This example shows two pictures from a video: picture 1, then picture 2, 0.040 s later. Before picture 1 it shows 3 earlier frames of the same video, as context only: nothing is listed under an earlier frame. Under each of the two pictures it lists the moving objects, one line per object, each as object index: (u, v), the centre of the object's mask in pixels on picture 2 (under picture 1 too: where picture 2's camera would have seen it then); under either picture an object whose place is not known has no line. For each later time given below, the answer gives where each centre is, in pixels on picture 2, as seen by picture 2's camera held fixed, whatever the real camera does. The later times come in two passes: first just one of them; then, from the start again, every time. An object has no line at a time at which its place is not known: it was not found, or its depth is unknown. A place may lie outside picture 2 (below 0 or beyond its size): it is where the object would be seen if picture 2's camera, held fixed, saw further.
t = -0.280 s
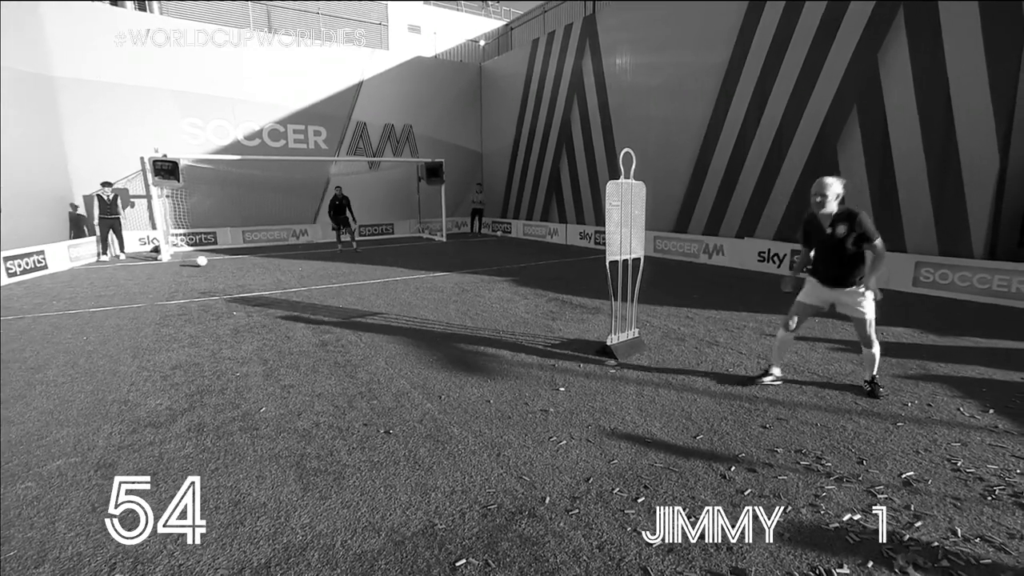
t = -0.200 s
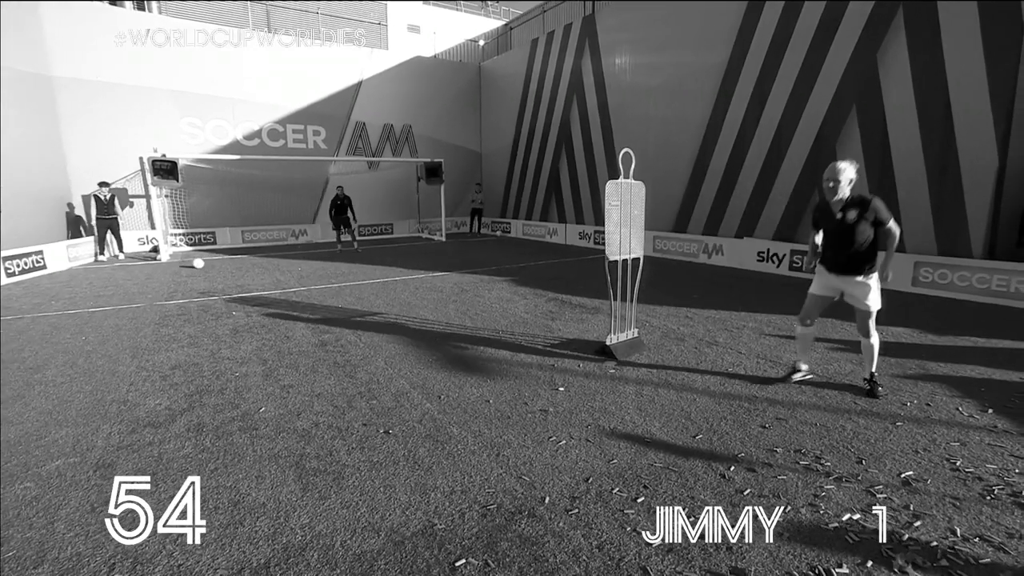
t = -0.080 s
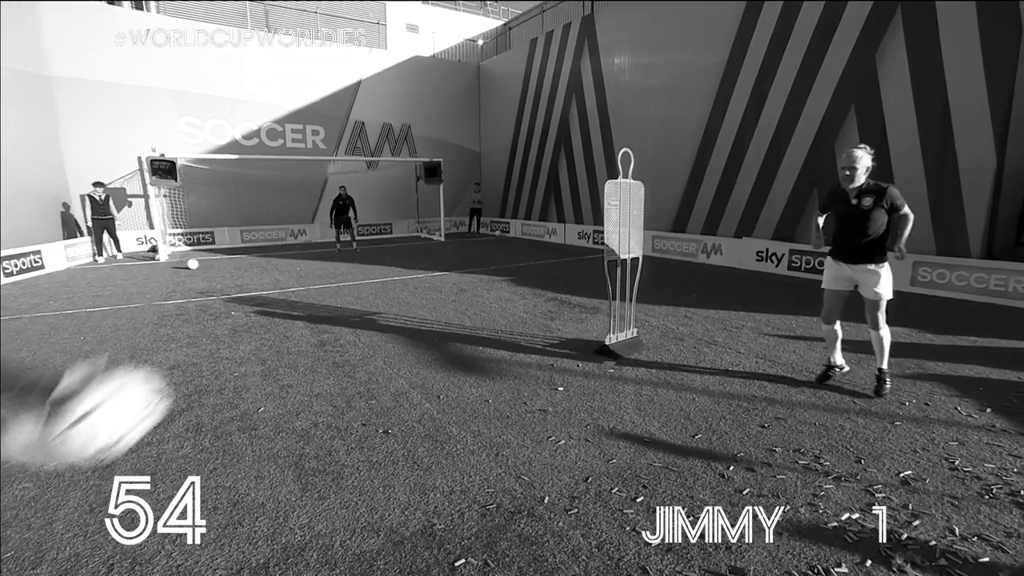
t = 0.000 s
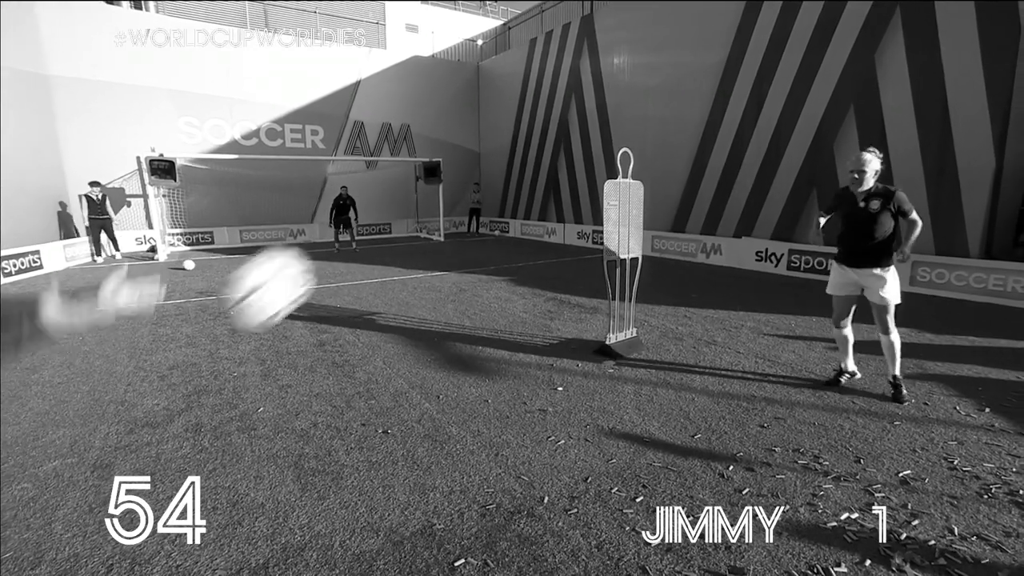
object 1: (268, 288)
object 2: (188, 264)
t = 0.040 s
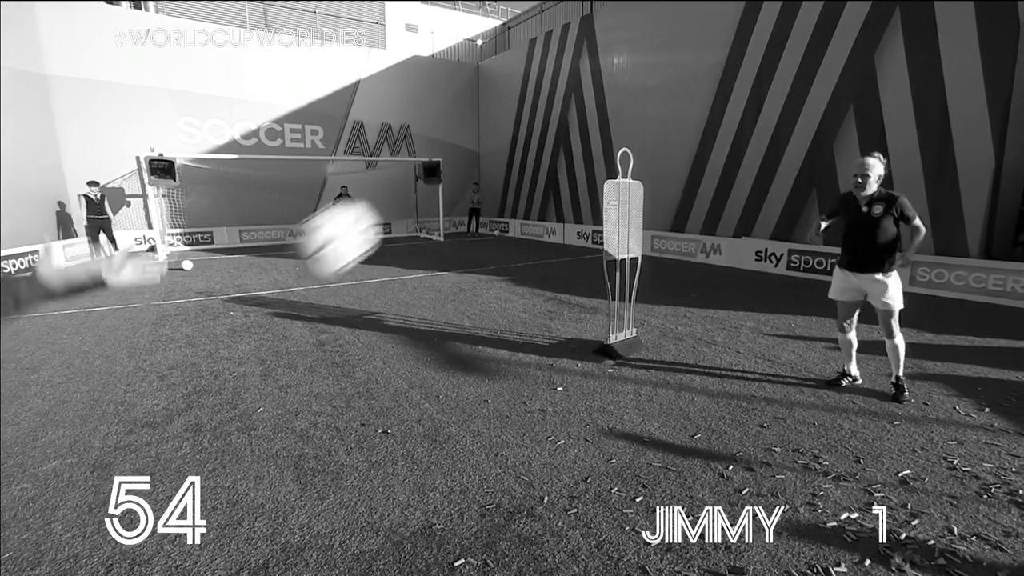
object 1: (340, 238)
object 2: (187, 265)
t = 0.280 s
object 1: (657, 101)
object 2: (179, 268)
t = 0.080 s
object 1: (406, 196)
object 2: (185, 266)
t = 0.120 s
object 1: (465, 163)
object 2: (184, 266)
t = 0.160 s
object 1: (521, 138)
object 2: (183, 266)
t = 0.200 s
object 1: (575, 120)
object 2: (181, 267)
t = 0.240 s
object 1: (619, 108)
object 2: (180, 267)
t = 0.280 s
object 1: (657, 101)
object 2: (179, 268)
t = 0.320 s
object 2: (177, 268)
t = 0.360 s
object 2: (176, 268)
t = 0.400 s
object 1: (753, 105)
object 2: (174, 269)
